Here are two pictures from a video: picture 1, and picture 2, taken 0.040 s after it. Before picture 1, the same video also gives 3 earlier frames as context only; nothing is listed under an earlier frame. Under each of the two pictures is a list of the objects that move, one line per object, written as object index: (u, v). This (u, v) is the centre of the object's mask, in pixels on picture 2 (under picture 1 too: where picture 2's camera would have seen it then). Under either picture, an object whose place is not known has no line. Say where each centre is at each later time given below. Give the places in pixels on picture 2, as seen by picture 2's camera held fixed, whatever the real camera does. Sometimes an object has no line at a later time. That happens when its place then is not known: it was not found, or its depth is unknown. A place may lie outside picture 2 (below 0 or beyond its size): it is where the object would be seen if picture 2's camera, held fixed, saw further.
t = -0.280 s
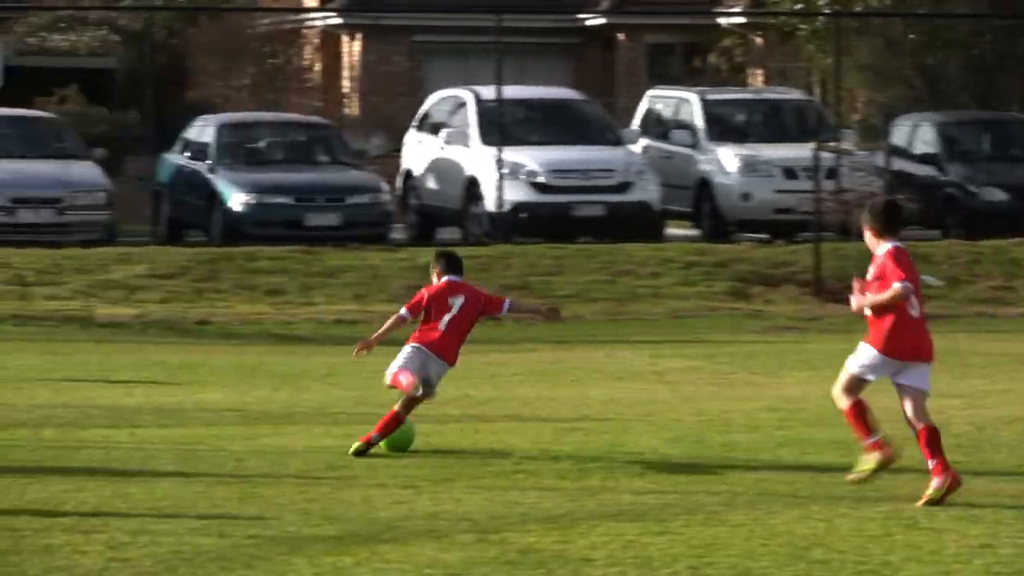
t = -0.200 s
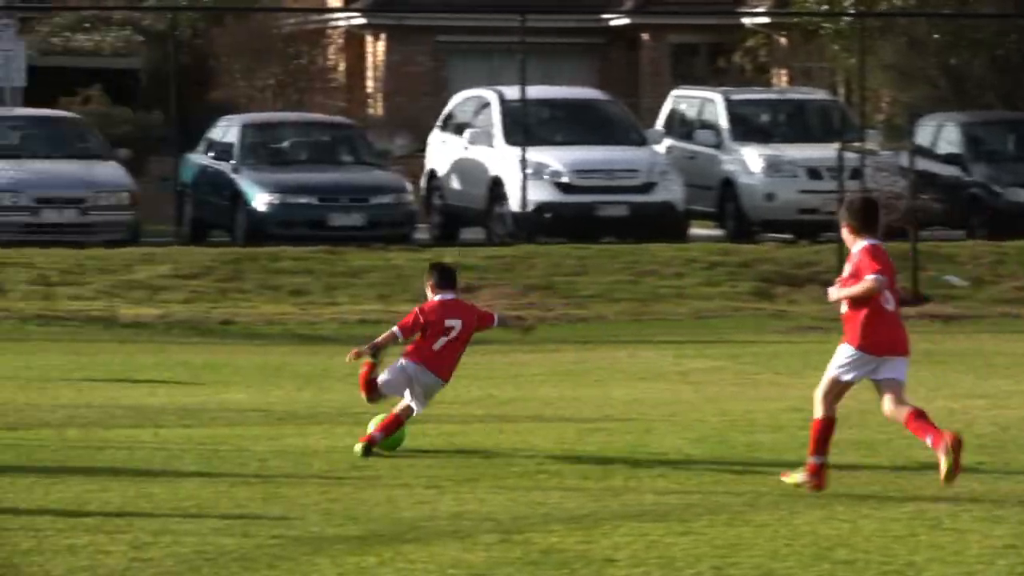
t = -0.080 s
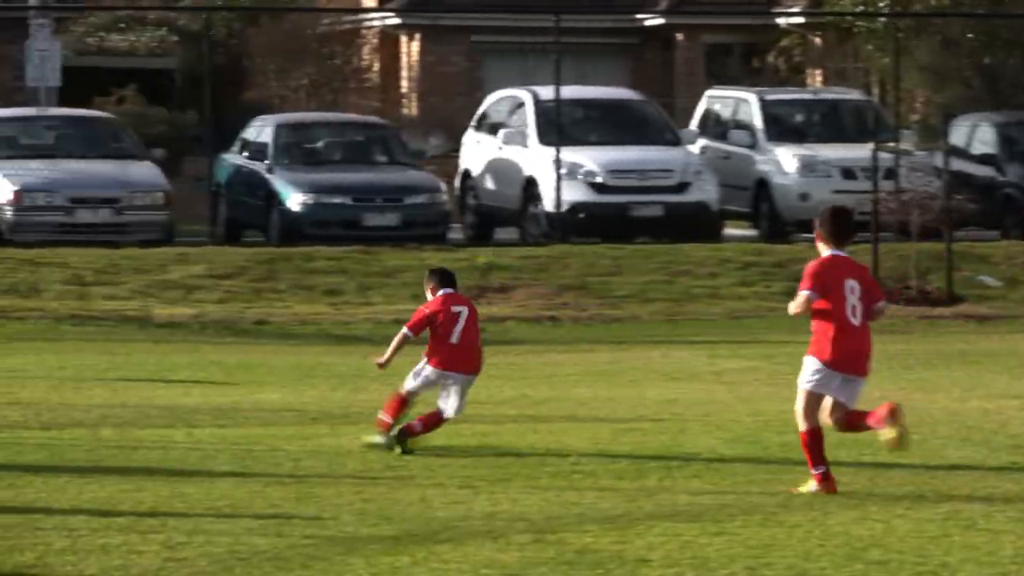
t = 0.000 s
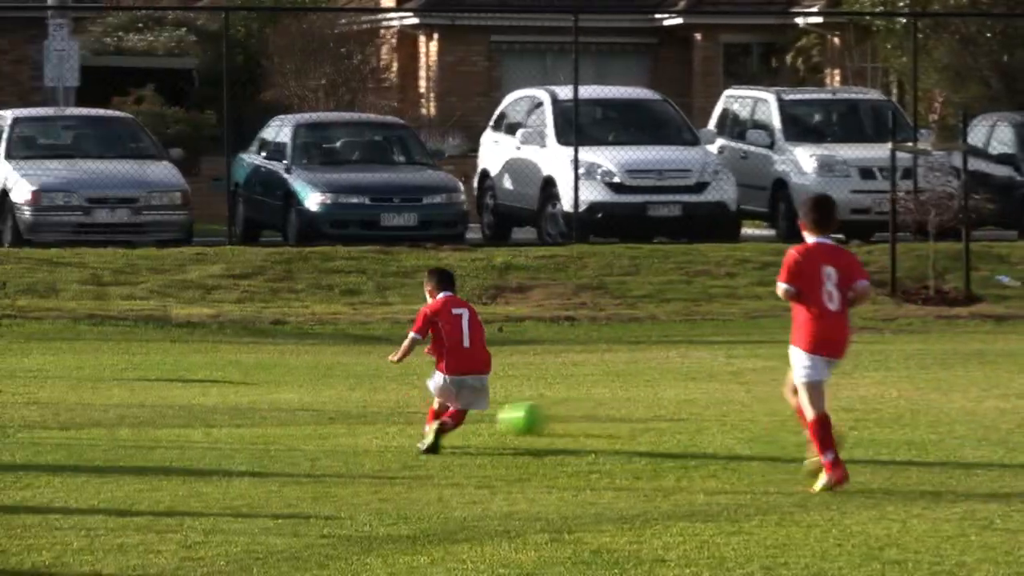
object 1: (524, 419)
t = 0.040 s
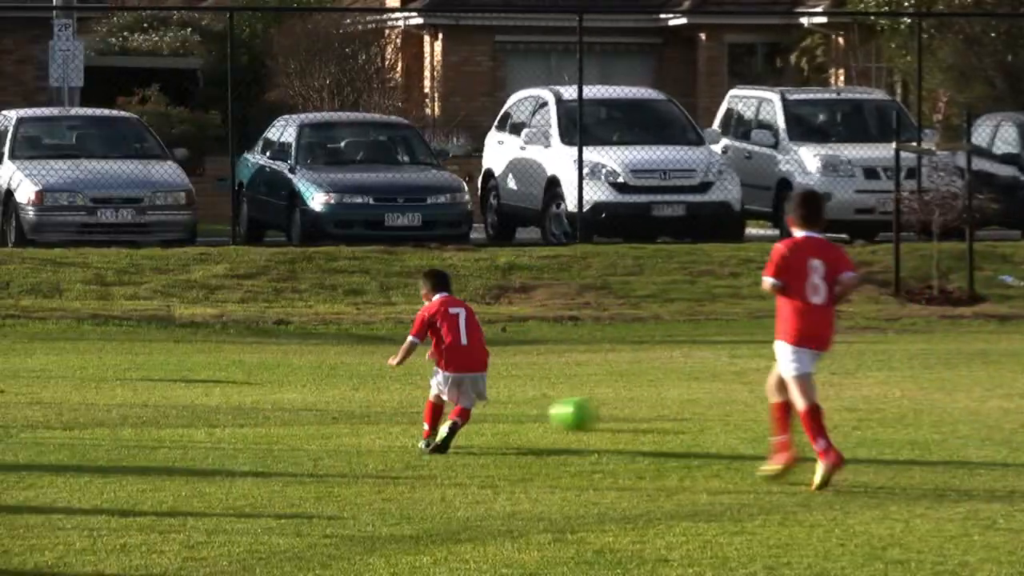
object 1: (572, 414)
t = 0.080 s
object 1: (617, 410)
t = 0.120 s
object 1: (658, 407)
